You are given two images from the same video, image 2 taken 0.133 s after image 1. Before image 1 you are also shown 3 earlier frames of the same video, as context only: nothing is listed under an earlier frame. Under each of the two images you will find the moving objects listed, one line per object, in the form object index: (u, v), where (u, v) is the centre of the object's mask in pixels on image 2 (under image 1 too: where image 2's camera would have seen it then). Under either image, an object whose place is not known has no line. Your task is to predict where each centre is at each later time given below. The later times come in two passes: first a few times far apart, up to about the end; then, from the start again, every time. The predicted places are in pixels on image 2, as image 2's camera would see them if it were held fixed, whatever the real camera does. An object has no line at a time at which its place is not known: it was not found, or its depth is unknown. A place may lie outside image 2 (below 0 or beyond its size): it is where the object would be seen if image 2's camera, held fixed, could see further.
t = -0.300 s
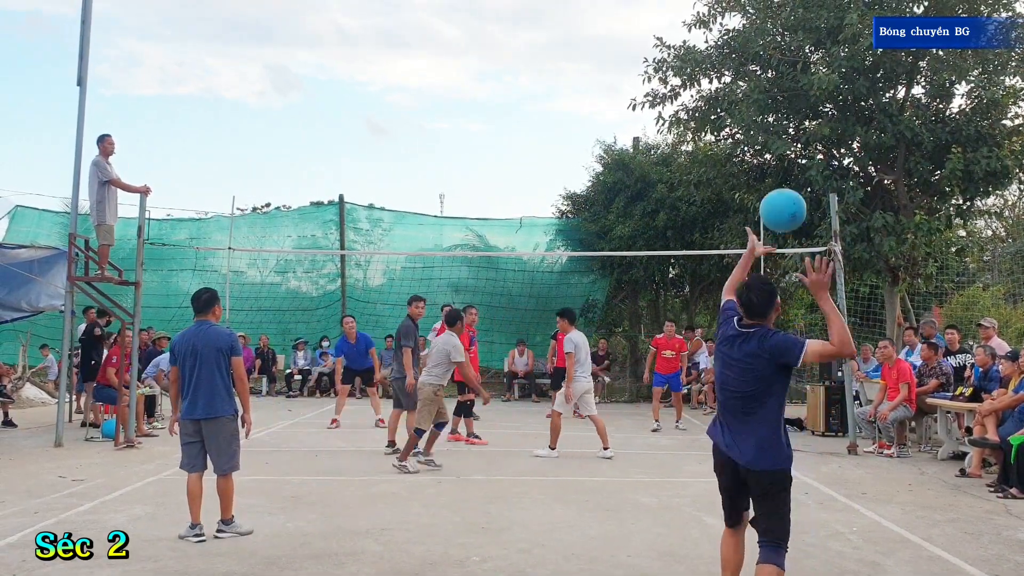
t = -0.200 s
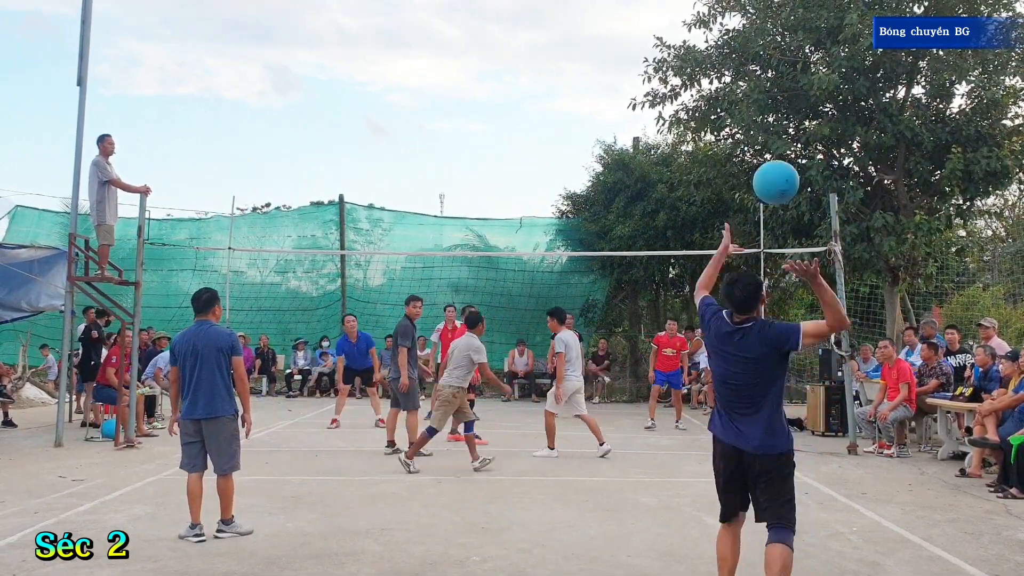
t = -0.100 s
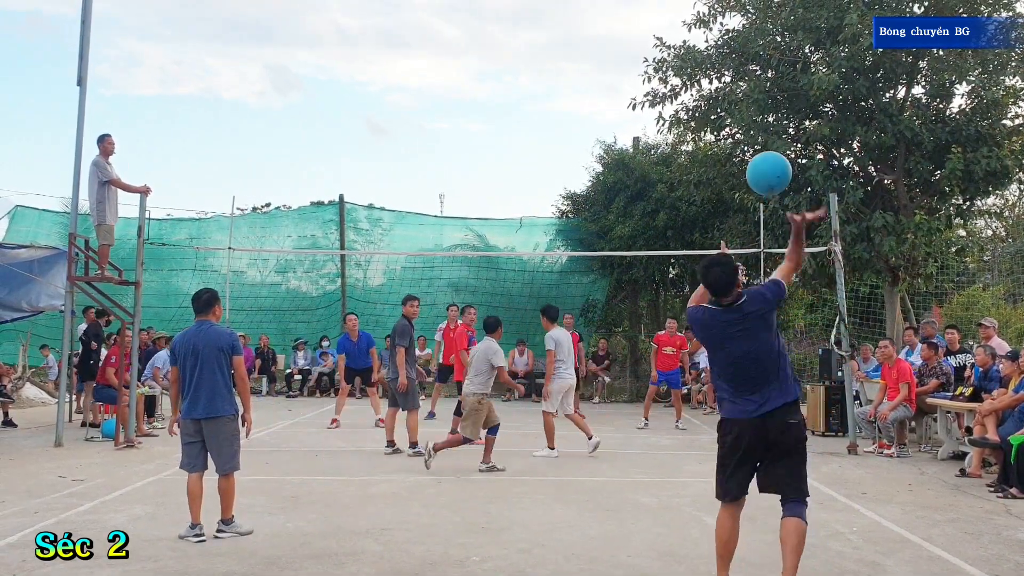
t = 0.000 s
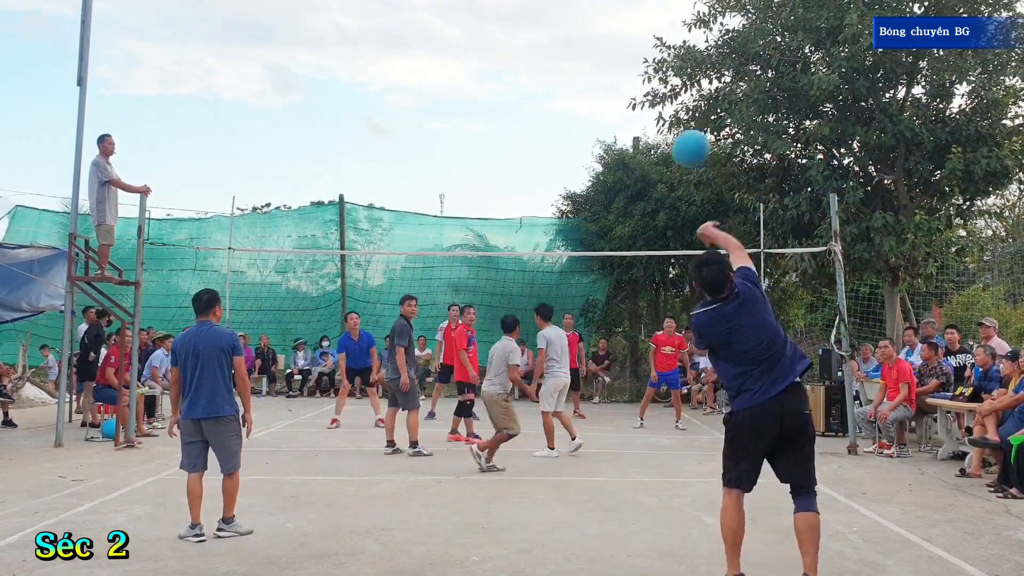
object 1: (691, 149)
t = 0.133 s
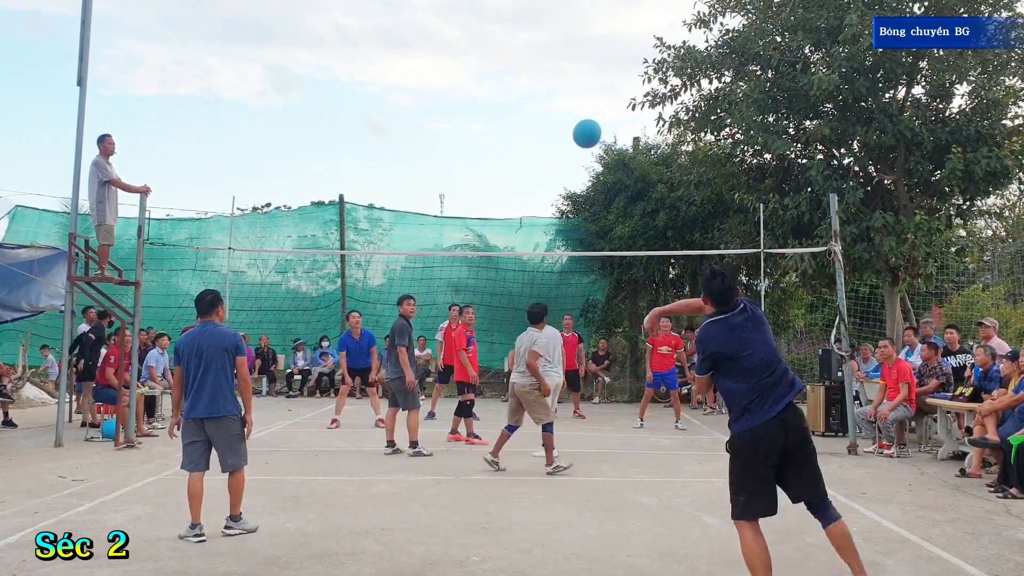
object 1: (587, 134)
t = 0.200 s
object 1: (549, 138)
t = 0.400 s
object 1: (470, 175)
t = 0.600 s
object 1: (417, 232)
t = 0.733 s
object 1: (389, 276)
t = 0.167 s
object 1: (567, 135)
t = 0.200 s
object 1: (549, 138)
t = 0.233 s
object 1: (533, 142)
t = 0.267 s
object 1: (518, 147)
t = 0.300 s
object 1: (504, 152)
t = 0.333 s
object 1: (492, 159)
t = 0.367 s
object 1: (480, 167)
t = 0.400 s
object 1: (470, 175)
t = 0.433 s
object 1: (460, 183)
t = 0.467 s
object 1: (450, 192)
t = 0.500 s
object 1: (441, 202)
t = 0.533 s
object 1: (433, 212)
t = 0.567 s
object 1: (424, 222)
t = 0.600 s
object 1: (417, 232)
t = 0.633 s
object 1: (410, 243)
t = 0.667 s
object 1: (403, 255)
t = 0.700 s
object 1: (396, 265)
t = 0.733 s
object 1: (389, 276)
